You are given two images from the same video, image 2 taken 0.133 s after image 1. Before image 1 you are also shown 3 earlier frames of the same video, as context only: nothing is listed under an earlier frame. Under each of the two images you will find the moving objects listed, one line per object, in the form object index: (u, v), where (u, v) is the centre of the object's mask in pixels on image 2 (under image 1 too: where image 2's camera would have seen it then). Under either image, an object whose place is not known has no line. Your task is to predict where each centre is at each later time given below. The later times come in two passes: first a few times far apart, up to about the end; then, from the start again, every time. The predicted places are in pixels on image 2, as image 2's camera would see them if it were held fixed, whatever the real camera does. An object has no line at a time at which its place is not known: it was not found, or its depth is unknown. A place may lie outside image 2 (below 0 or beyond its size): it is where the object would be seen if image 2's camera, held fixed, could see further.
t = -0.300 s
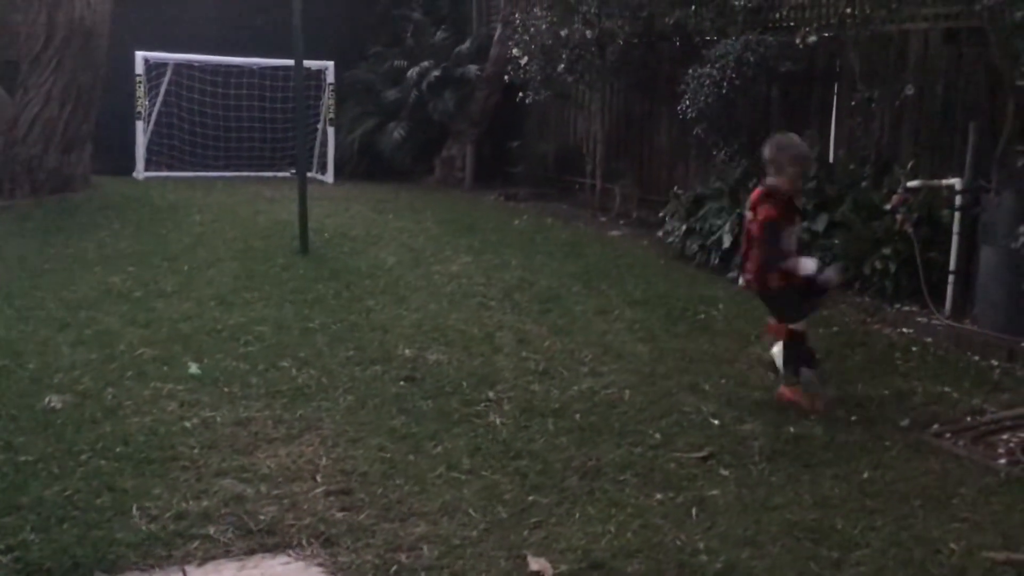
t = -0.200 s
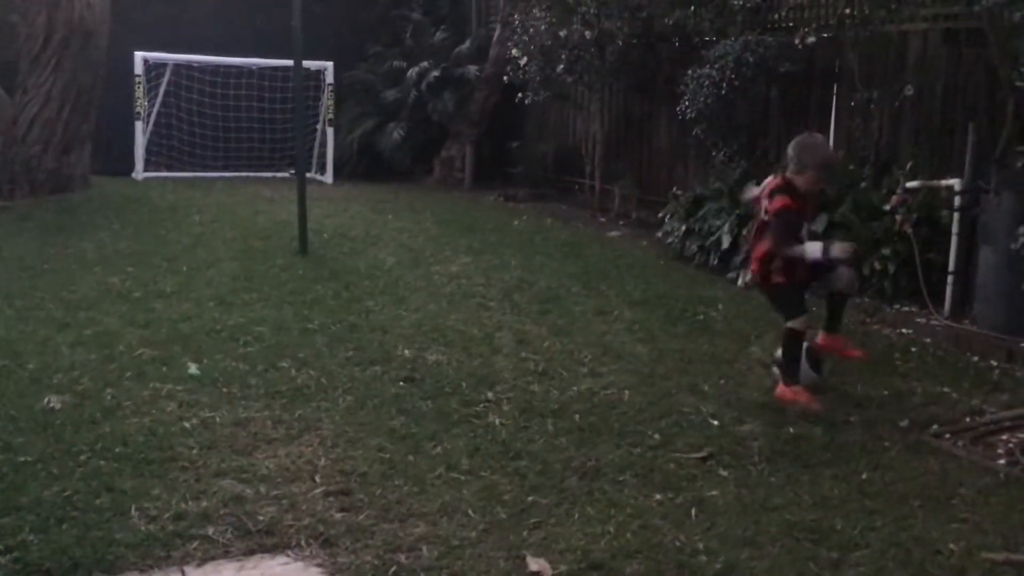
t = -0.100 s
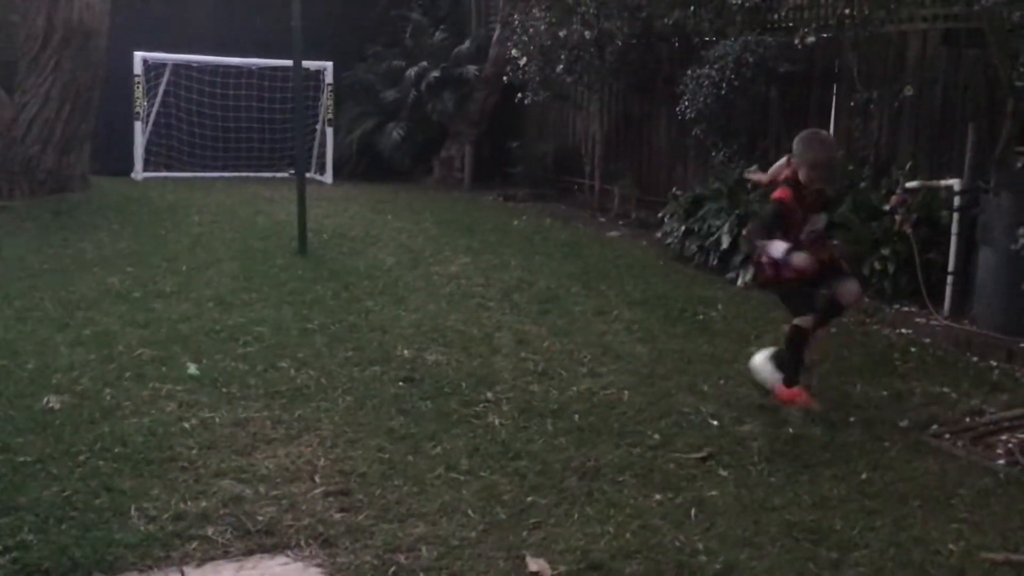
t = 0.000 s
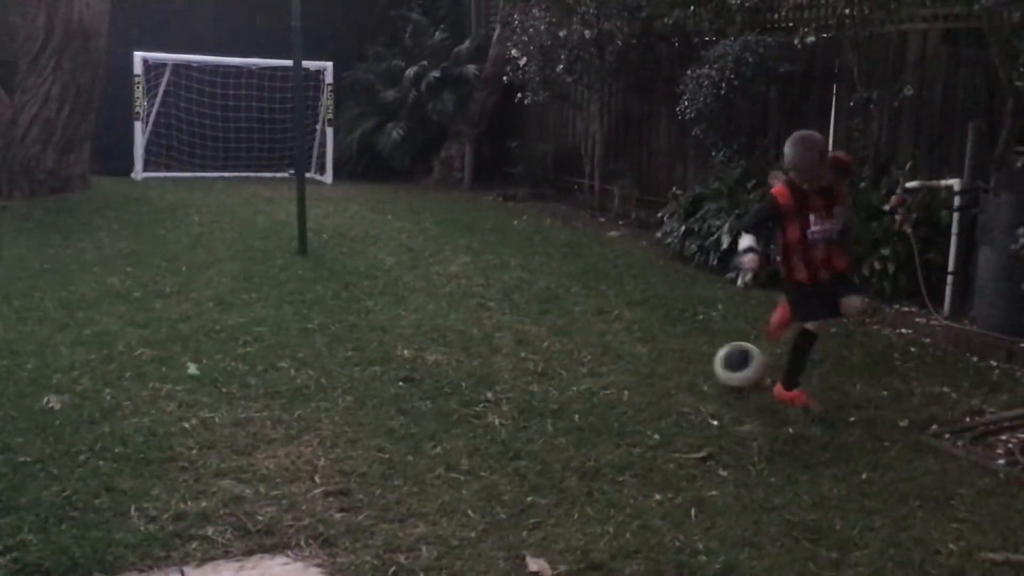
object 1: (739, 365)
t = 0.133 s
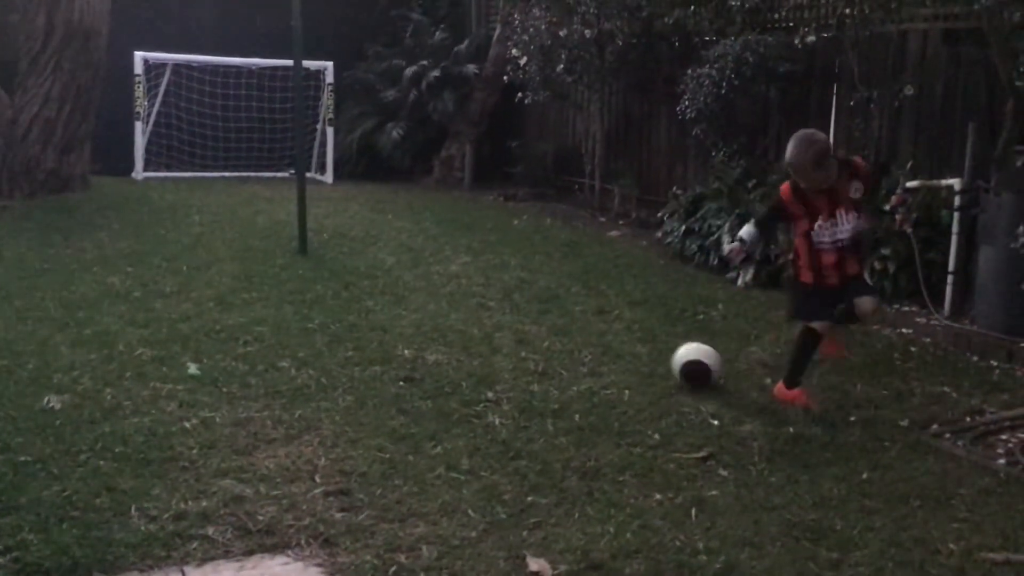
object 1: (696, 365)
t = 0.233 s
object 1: (669, 364)
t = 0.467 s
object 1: (604, 360)
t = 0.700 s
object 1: (553, 361)
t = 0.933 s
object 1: (515, 355)
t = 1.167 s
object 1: (488, 351)
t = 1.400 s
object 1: (477, 350)
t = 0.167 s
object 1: (687, 364)
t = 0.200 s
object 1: (678, 364)
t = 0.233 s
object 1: (669, 364)
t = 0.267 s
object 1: (659, 363)
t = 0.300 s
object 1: (648, 362)
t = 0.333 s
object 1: (638, 361)
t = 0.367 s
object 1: (629, 362)
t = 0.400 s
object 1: (620, 361)
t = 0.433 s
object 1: (612, 361)
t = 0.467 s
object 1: (604, 360)
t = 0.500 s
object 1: (596, 360)
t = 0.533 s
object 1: (588, 361)
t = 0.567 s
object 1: (581, 360)
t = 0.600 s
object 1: (573, 359)
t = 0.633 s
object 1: (566, 360)
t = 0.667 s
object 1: (560, 361)
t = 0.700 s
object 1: (553, 361)
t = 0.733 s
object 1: (548, 362)
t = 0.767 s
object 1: (542, 361)
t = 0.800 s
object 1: (535, 359)
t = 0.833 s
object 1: (530, 358)
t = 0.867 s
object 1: (525, 357)
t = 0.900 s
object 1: (521, 357)
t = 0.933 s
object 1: (515, 355)
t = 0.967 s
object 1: (511, 354)
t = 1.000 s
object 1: (506, 354)
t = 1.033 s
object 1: (502, 353)
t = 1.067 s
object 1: (498, 352)
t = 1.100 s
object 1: (494, 351)
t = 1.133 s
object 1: (491, 351)
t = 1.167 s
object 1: (488, 351)
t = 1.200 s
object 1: (485, 351)
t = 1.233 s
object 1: (483, 351)
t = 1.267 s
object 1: (481, 351)
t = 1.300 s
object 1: (479, 350)
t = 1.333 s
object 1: (478, 350)
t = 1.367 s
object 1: (477, 350)
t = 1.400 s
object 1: (477, 350)
